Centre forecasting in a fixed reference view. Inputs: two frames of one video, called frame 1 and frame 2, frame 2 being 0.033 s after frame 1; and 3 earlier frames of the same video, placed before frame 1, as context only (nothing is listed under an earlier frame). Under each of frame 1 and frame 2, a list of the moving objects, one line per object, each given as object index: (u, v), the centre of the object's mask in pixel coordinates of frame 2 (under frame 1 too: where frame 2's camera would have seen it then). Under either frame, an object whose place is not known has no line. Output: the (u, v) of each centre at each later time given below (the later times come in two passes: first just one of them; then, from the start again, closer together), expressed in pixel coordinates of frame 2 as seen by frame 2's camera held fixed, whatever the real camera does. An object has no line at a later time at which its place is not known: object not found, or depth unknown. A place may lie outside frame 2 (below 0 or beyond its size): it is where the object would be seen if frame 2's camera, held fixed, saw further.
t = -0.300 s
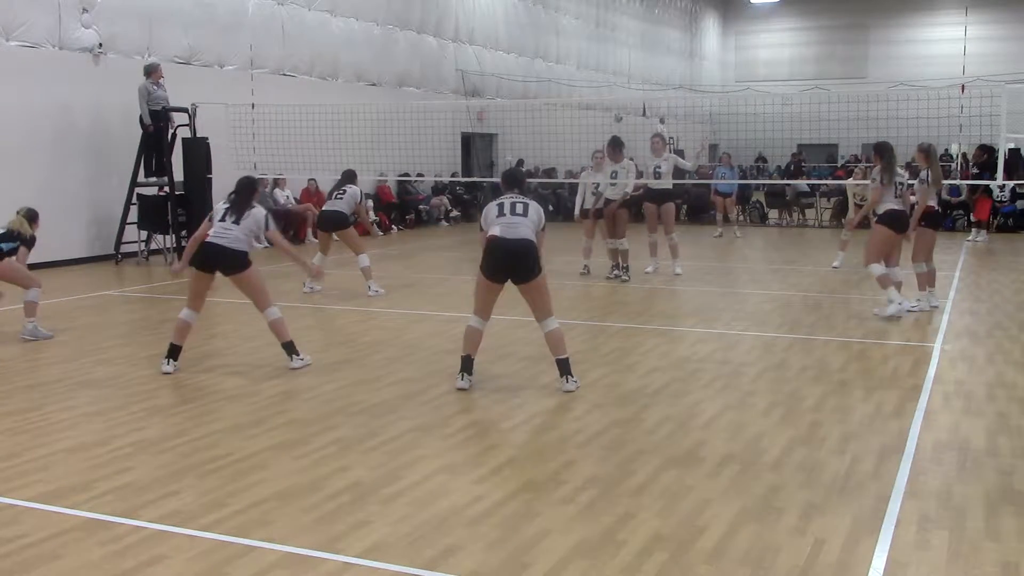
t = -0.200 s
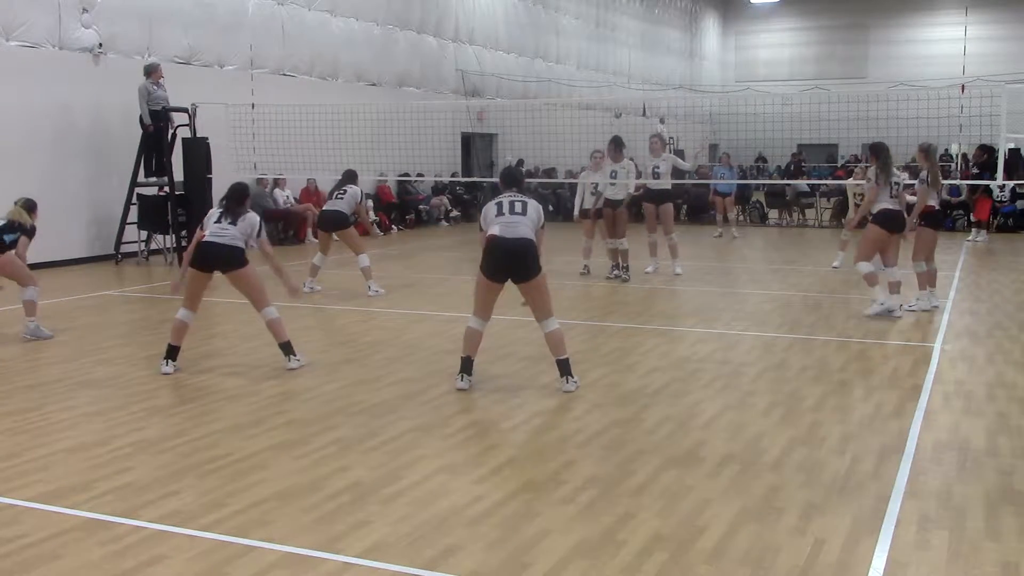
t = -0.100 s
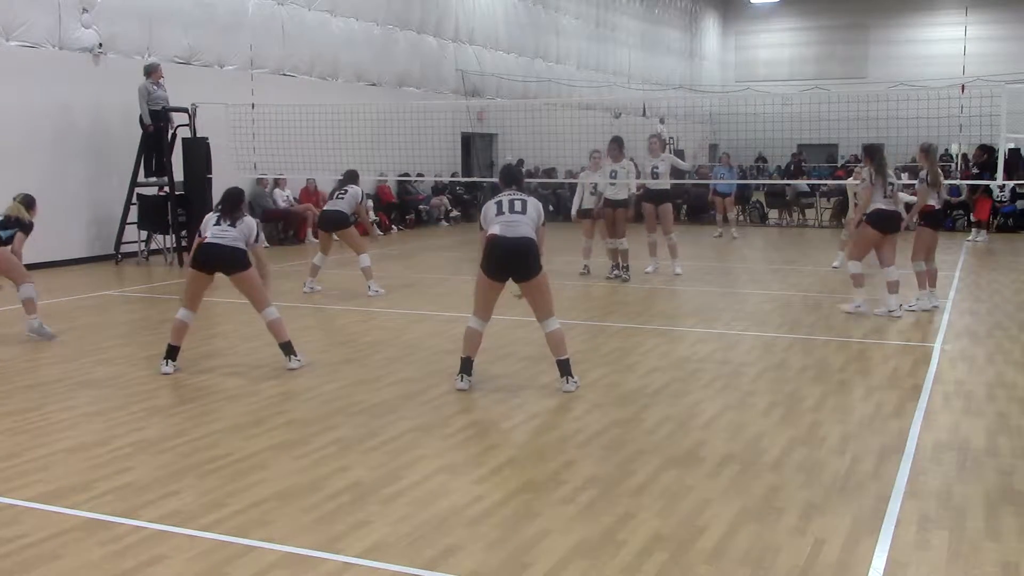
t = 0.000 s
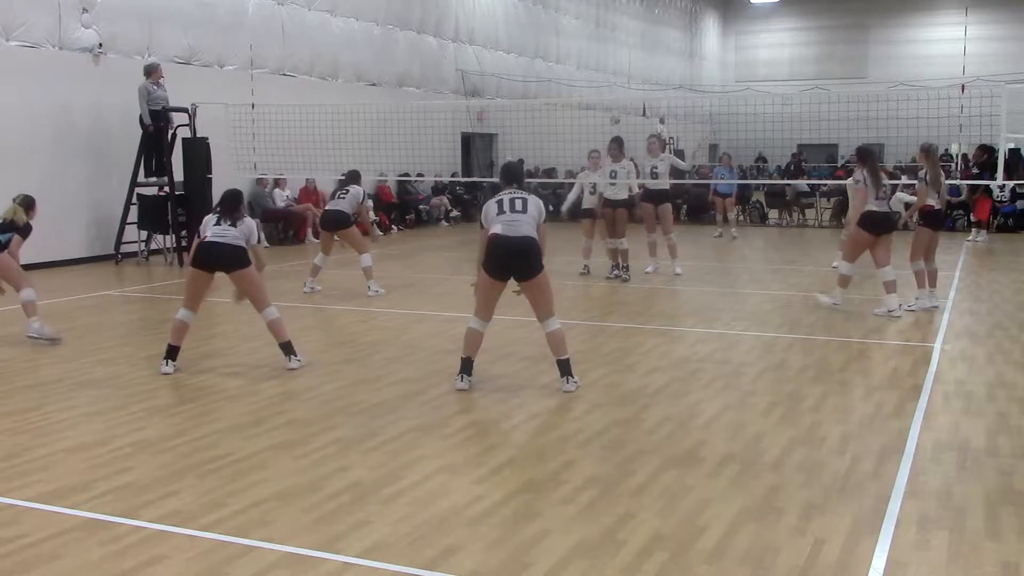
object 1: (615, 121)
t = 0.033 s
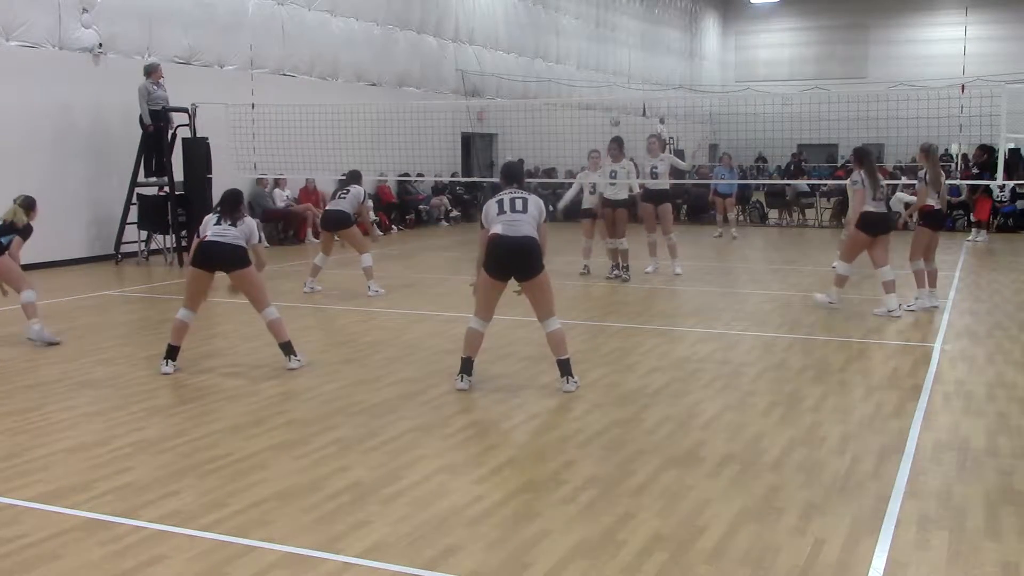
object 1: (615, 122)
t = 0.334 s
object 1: (587, 74)
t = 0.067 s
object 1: (614, 124)
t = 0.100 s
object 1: (614, 126)
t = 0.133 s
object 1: (613, 126)
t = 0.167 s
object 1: (607, 114)
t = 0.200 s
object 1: (604, 107)
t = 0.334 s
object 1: (587, 74)
